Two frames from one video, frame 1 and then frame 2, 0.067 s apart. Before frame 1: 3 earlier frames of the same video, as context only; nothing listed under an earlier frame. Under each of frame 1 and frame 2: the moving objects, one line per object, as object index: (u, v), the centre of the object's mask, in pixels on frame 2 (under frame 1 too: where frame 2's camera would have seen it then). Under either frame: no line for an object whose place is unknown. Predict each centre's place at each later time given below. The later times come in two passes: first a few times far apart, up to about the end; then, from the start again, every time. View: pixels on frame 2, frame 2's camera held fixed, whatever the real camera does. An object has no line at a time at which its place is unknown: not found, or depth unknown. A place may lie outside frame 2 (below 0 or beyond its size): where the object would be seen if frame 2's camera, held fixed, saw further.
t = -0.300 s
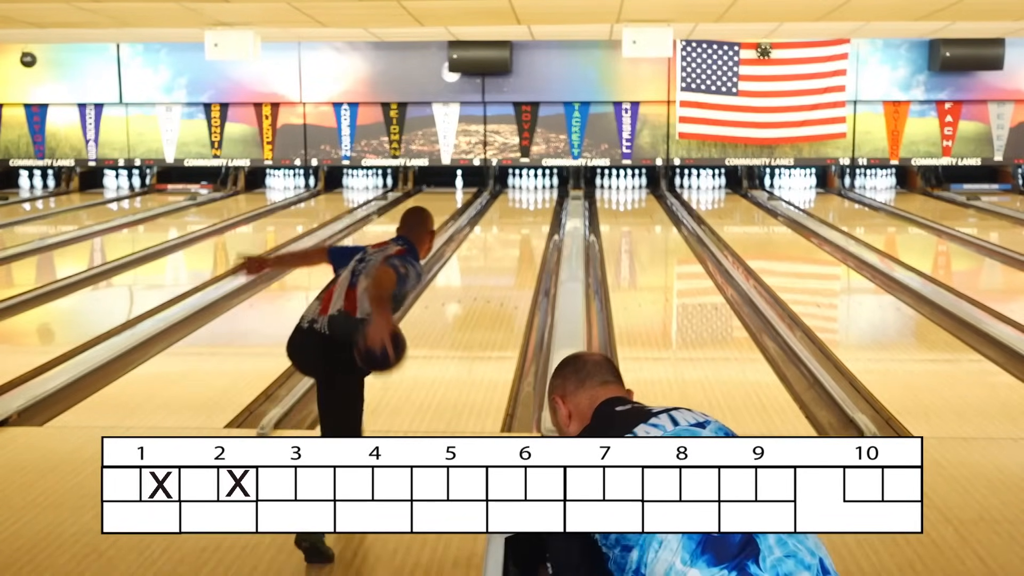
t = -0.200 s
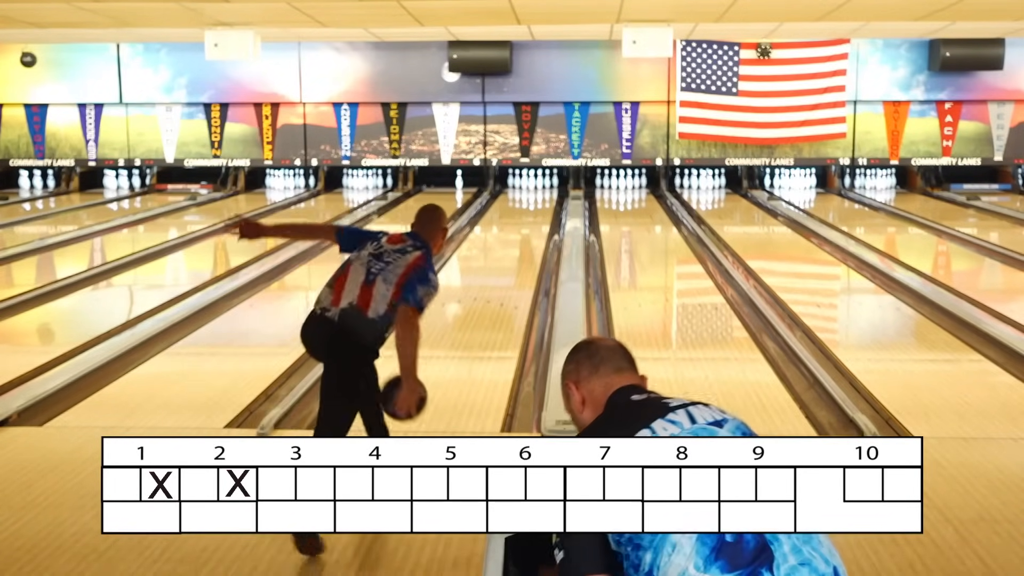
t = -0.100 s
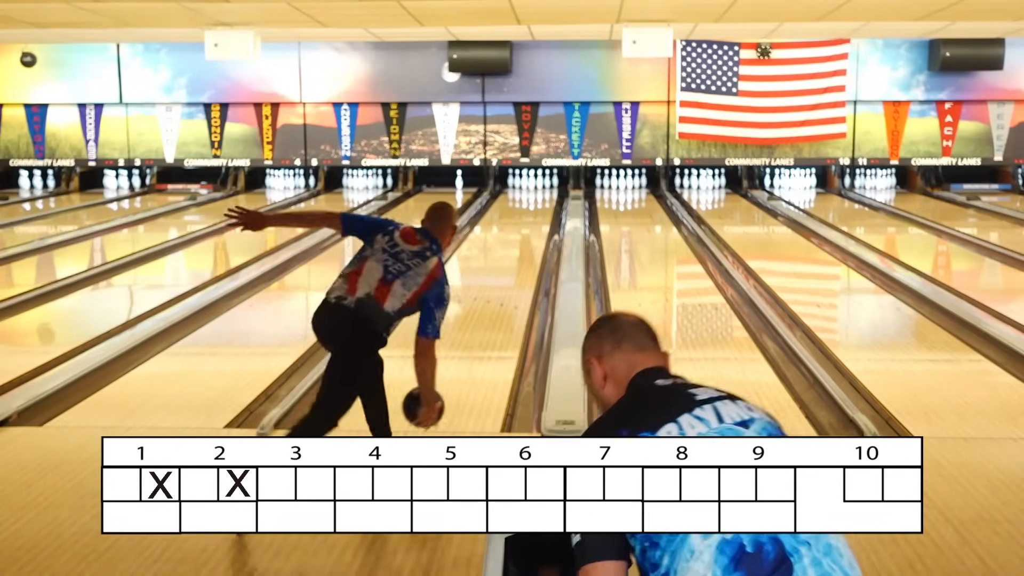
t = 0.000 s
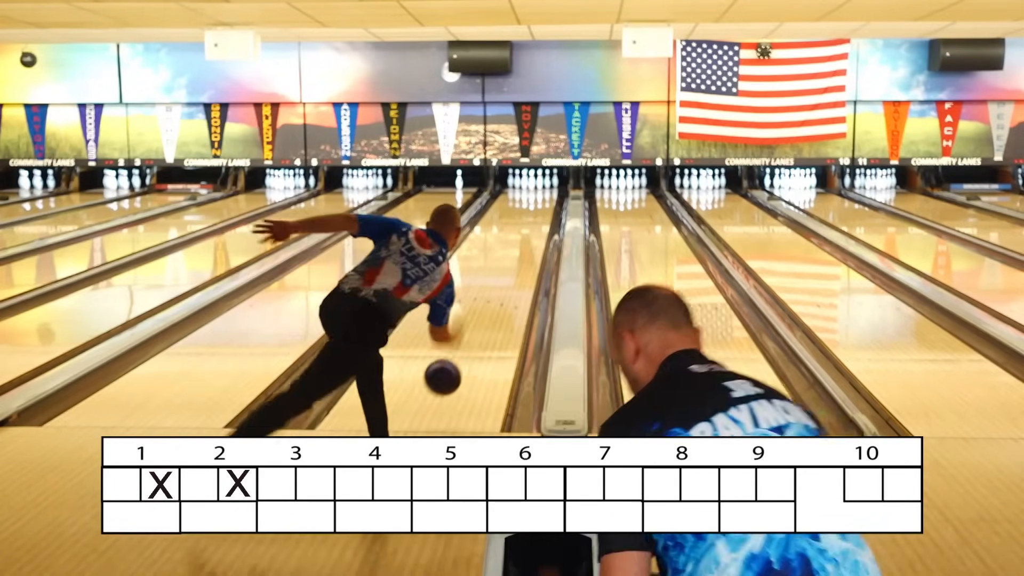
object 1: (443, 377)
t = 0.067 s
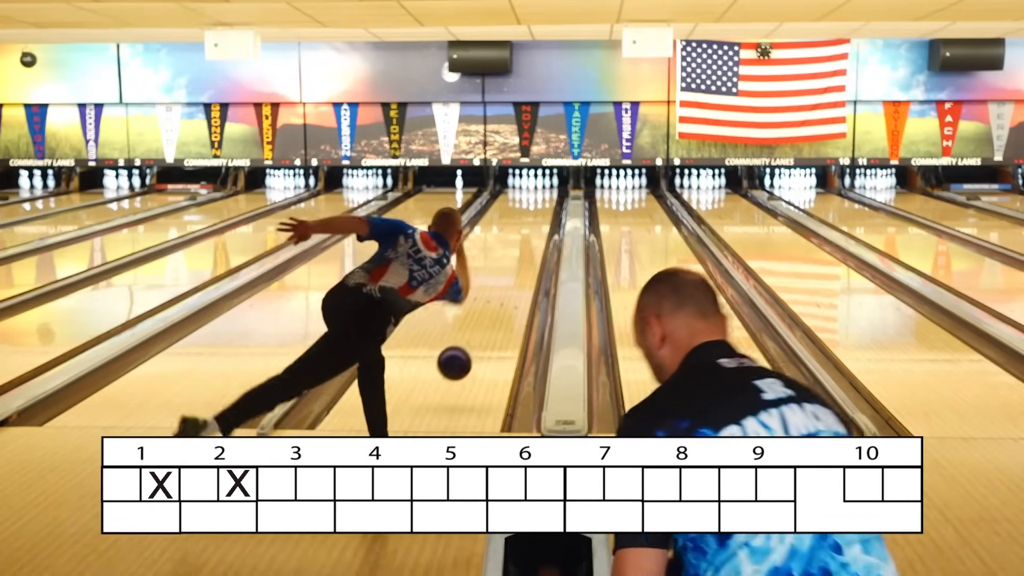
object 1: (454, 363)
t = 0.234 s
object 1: (477, 350)
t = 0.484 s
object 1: (500, 305)
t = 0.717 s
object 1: (516, 275)
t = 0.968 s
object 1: (527, 252)
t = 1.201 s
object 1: (534, 234)
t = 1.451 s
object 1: (540, 220)
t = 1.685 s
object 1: (543, 209)
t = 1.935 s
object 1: (544, 200)
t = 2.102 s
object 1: (543, 194)
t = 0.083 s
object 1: (457, 361)
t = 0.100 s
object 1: (460, 359)
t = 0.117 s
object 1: (462, 358)
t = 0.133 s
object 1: (464, 357)
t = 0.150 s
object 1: (467, 357)
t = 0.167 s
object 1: (469, 357)
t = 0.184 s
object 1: (471, 358)
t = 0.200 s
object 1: (473, 358)
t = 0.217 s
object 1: (475, 354)
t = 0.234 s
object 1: (477, 350)
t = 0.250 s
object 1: (479, 345)
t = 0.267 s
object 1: (481, 342)
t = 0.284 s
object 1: (483, 338)
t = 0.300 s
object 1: (485, 336)
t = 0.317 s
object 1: (486, 334)
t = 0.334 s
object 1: (488, 331)
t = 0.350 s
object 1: (489, 327)
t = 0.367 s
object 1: (491, 324)
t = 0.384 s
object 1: (492, 321)
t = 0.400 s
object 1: (494, 319)
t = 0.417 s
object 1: (495, 316)
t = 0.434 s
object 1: (497, 313)
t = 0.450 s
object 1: (498, 310)
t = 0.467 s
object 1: (499, 308)
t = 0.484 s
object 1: (500, 305)
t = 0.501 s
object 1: (502, 303)
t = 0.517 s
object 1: (503, 300)
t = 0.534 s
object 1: (504, 297)
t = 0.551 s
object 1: (505, 295)
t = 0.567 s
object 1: (506, 293)
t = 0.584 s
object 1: (508, 291)
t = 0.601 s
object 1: (509, 289)
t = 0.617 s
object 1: (510, 286)
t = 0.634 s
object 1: (511, 285)
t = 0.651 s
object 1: (512, 282)
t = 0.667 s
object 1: (513, 280)
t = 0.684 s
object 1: (514, 279)
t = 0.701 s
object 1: (515, 277)
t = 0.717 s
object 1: (516, 275)
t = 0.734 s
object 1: (516, 273)
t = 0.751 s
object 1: (517, 271)
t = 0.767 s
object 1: (518, 270)
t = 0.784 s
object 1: (519, 268)
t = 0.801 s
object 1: (520, 267)
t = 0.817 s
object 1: (521, 265)
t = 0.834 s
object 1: (521, 263)
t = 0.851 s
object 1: (522, 262)
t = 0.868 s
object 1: (523, 260)
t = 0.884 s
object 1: (523, 259)
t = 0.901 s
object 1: (524, 257)
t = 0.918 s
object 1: (525, 256)
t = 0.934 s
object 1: (525, 254)
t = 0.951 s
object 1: (526, 253)
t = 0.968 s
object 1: (527, 252)
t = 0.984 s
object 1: (527, 250)
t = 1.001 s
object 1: (528, 249)
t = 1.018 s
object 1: (528, 248)
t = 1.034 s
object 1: (529, 246)
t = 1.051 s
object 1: (529, 245)
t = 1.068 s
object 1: (530, 244)
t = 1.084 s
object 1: (531, 243)
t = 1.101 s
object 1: (531, 241)
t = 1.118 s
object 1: (532, 240)
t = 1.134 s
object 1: (532, 239)
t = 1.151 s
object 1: (533, 238)
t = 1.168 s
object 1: (533, 237)
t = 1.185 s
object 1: (534, 236)
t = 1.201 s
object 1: (534, 234)
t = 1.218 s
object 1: (535, 233)
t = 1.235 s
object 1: (535, 232)
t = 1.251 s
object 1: (536, 231)
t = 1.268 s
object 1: (536, 230)
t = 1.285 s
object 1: (537, 229)
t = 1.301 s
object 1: (537, 228)
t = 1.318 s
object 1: (537, 227)
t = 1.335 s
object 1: (538, 226)
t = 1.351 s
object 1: (538, 226)
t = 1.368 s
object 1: (538, 225)
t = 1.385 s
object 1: (539, 224)
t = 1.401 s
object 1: (539, 223)
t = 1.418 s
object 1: (539, 222)
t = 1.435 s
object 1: (540, 221)
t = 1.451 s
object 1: (540, 220)
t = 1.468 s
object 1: (540, 219)
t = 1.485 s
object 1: (541, 218)
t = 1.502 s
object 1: (541, 218)
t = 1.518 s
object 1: (541, 217)
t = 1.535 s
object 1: (541, 216)
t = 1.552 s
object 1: (542, 215)
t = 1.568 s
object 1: (542, 214)
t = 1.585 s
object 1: (542, 213)
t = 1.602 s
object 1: (542, 213)
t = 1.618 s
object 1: (542, 212)
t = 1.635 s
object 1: (543, 211)
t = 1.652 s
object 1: (543, 210)
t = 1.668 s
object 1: (543, 210)
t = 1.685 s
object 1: (543, 209)
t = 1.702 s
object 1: (543, 208)
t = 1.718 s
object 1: (543, 208)
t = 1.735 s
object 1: (543, 207)
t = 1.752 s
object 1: (544, 206)
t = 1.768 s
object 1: (544, 205)
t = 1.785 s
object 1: (544, 205)
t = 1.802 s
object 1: (544, 204)
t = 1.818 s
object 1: (544, 204)
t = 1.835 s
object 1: (544, 203)
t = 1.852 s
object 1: (544, 202)
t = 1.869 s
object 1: (544, 202)
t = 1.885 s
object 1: (544, 201)
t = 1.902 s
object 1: (544, 201)
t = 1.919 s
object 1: (544, 200)
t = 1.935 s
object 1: (544, 200)
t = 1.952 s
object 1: (544, 199)
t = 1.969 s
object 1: (544, 198)
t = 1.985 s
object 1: (544, 198)
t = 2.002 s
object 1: (544, 197)
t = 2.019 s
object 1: (544, 197)
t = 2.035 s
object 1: (544, 196)
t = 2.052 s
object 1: (544, 196)
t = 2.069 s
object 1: (543, 195)
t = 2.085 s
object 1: (543, 195)
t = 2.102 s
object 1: (543, 194)
